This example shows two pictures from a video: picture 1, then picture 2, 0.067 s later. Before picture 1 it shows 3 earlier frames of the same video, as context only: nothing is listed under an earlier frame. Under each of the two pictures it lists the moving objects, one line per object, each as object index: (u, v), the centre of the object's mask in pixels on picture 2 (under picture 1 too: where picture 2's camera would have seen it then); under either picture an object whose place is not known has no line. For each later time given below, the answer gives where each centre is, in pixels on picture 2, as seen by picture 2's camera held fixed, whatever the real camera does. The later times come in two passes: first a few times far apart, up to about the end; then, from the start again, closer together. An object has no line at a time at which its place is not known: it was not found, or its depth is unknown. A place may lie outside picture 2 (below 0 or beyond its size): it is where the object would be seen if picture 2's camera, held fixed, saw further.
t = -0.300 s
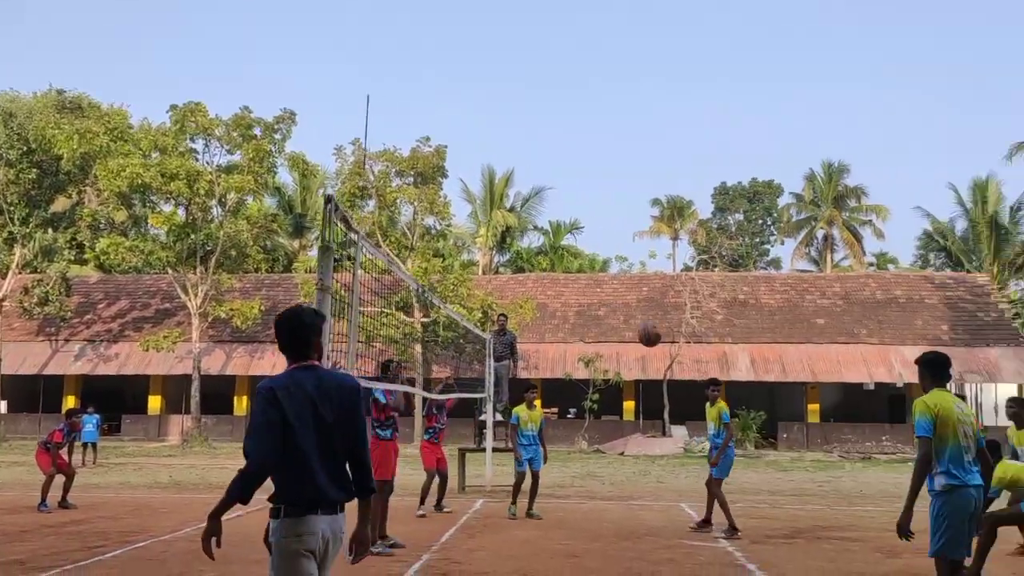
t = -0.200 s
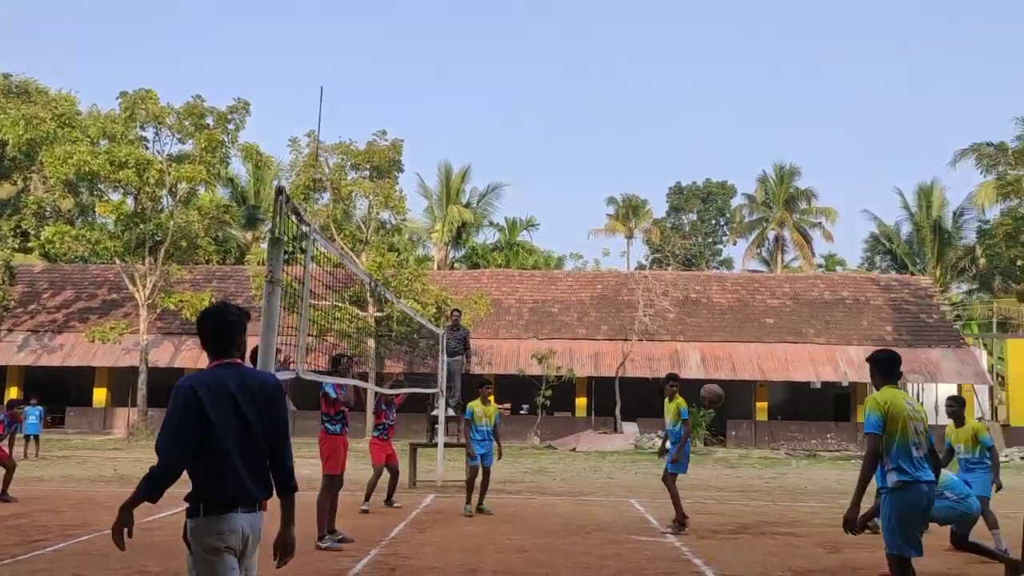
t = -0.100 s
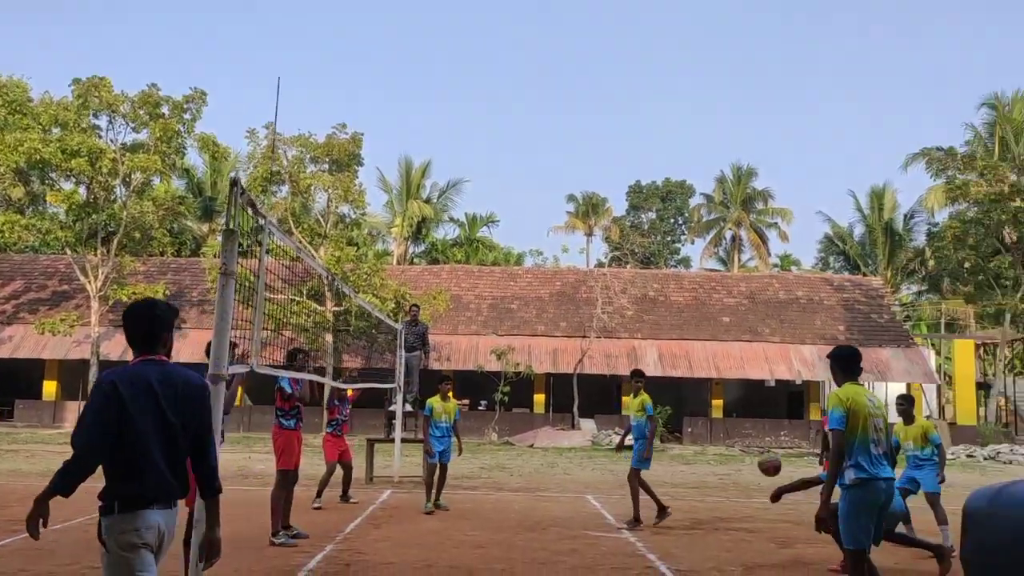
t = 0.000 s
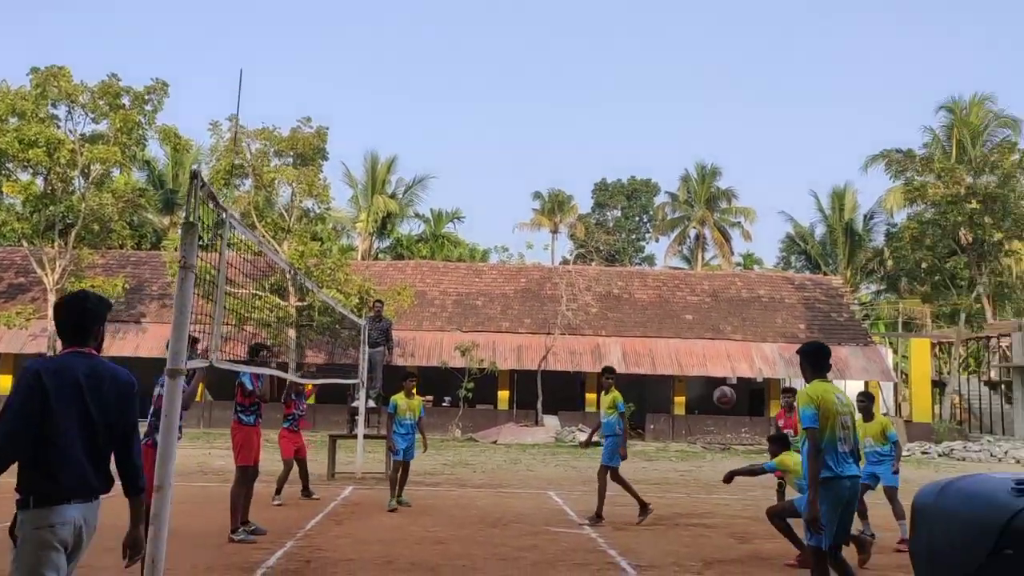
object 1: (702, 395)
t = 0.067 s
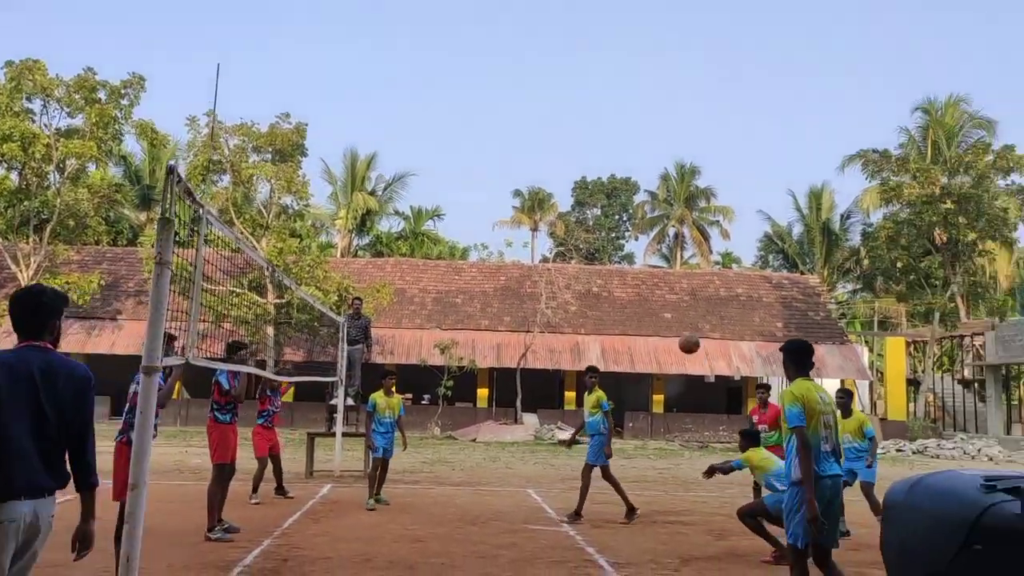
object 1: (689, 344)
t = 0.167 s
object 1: (671, 277)
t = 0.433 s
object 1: (630, 160)
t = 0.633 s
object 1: (603, 119)
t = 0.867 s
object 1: (575, 115)
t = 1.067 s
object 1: (552, 147)
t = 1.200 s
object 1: (536, 185)
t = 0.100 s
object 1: (682, 321)
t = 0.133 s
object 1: (676, 299)
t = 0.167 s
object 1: (671, 277)
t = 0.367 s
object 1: (640, 182)
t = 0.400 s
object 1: (635, 170)
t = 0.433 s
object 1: (630, 160)
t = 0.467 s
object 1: (625, 150)
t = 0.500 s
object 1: (621, 142)
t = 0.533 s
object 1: (616, 134)
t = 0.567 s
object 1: (612, 128)
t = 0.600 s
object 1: (608, 123)
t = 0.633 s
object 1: (603, 119)
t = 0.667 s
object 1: (599, 115)
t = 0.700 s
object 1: (595, 113)
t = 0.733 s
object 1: (591, 111)
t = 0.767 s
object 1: (587, 111)
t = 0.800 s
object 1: (583, 111)
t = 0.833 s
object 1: (579, 112)
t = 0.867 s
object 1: (575, 115)
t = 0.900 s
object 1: (571, 118)
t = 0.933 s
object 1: (567, 122)
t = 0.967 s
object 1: (563, 127)
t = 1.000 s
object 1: (560, 133)
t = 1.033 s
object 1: (556, 139)
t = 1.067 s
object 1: (552, 147)
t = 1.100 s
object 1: (548, 155)
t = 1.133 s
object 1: (544, 164)
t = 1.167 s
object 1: (540, 174)
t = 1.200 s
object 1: (536, 185)
